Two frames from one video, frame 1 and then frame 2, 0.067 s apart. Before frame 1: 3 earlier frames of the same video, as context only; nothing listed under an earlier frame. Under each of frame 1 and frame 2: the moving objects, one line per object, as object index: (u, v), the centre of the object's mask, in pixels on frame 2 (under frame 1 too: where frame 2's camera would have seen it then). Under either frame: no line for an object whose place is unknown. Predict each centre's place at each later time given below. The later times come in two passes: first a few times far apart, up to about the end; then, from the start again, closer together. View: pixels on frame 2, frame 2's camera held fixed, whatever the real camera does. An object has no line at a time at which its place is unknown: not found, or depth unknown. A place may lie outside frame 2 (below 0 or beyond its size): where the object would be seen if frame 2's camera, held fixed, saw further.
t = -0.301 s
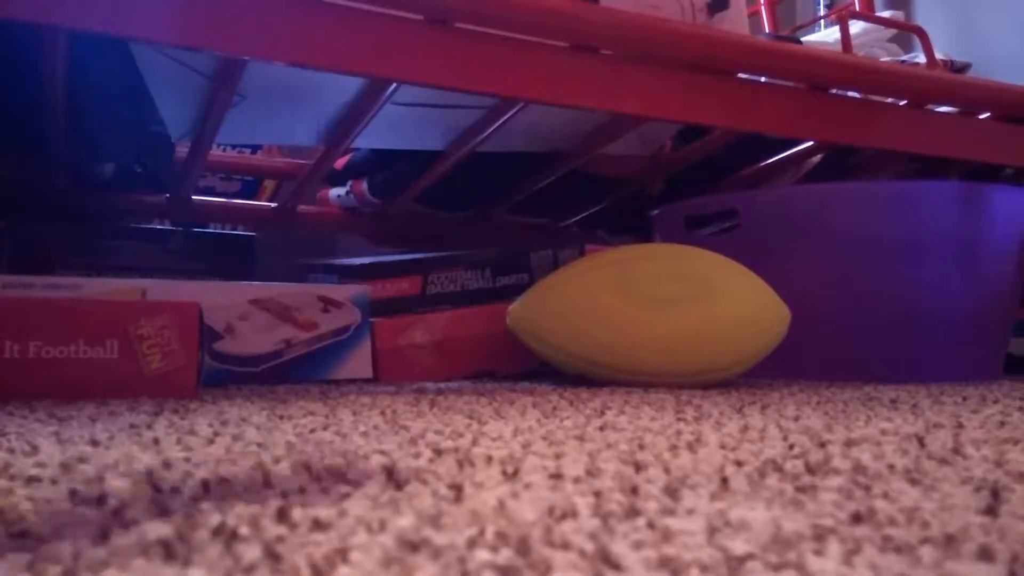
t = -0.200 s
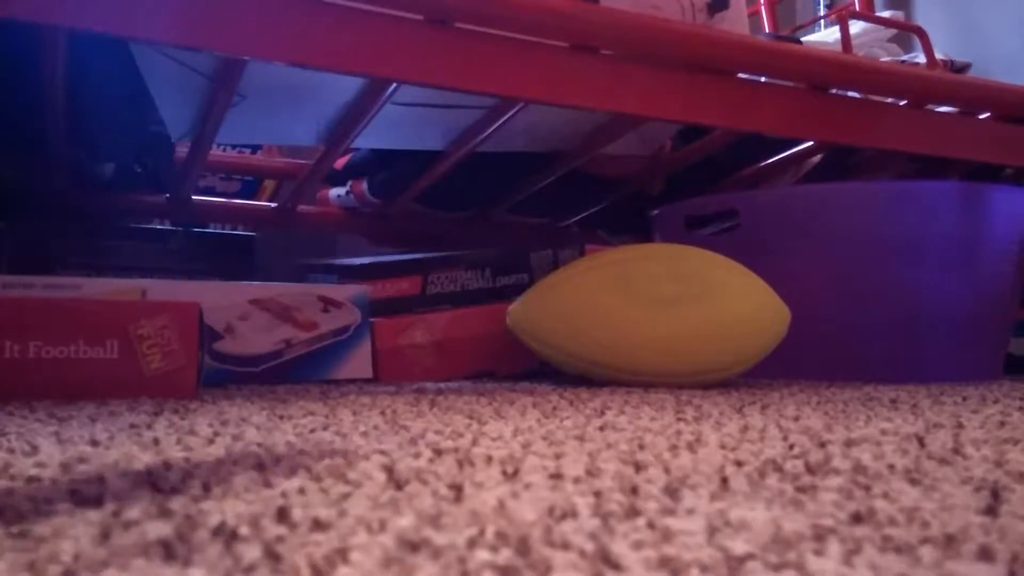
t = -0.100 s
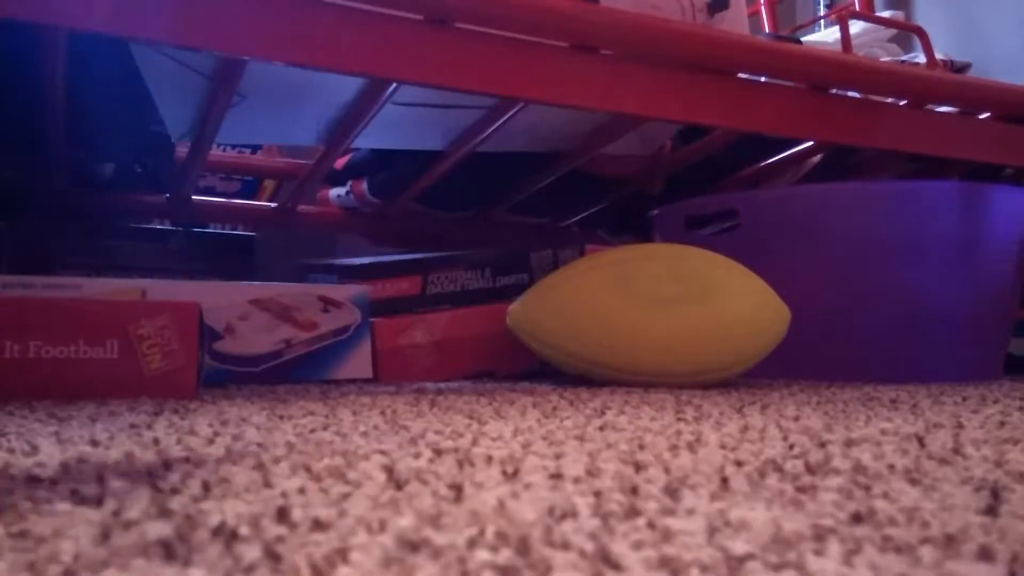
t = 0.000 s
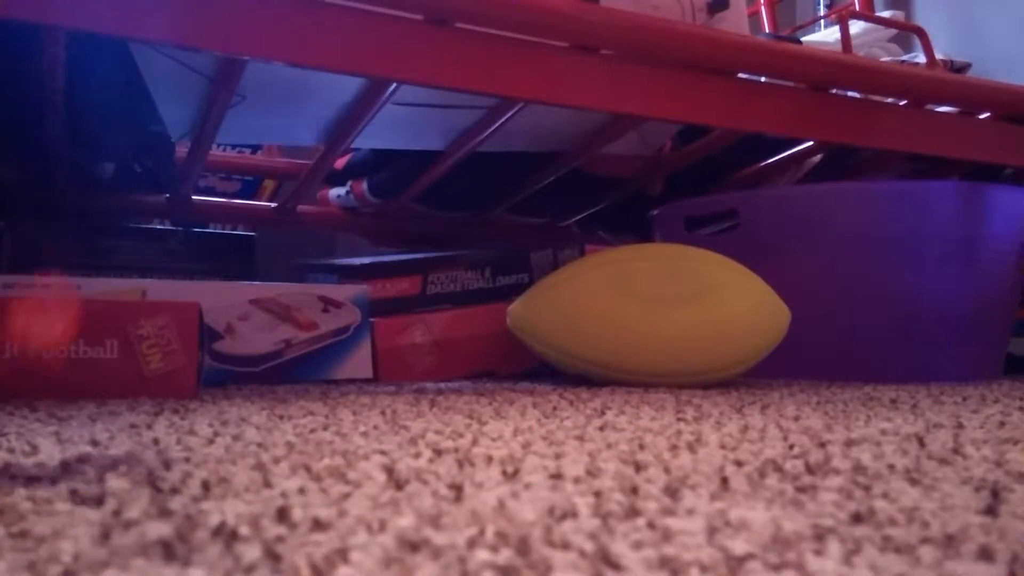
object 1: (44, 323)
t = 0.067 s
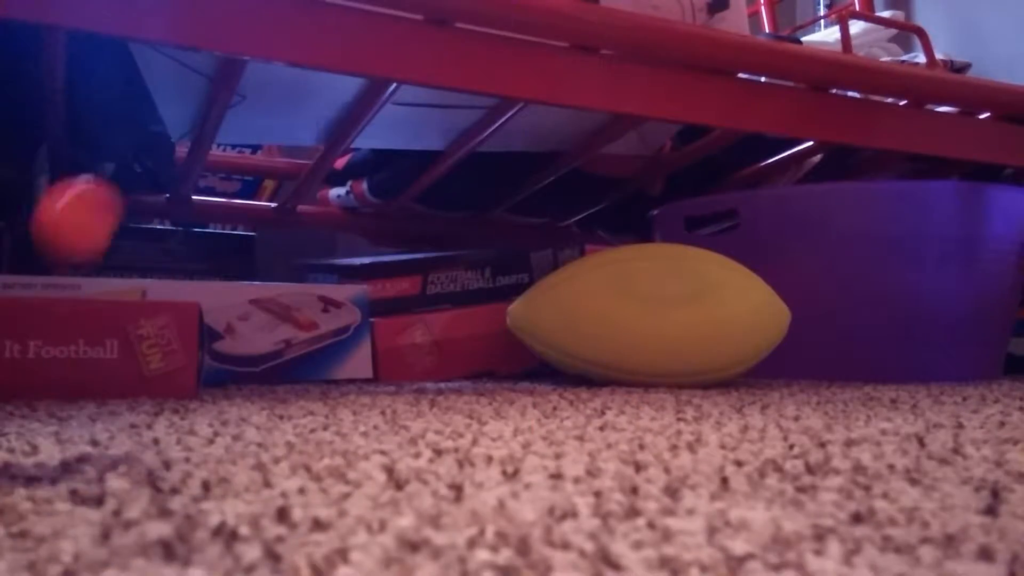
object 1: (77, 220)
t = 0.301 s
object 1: (253, 350)
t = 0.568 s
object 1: (557, 423)
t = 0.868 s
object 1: (673, 471)
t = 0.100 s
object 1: (97, 184)
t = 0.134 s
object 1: (113, 178)
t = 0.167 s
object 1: (138, 187)
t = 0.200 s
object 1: (164, 229)
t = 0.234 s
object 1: (191, 314)
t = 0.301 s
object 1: (253, 350)
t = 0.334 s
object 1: (285, 316)
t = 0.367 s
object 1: (317, 314)
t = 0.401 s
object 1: (352, 346)
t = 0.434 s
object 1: (389, 404)
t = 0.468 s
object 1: (437, 398)
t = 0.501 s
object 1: (476, 414)
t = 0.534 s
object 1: (520, 417)
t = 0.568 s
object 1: (557, 423)
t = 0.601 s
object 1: (605, 467)
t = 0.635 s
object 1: (627, 453)
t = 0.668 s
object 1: (647, 468)
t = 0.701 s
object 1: (664, 468)
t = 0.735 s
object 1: (671, 471)
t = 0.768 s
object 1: (676, 470)
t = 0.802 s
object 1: (679, 470)
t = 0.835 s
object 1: (678, 470)
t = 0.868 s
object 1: (673, 471)
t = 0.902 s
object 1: (669, 470)
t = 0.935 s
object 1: (662, 473)
